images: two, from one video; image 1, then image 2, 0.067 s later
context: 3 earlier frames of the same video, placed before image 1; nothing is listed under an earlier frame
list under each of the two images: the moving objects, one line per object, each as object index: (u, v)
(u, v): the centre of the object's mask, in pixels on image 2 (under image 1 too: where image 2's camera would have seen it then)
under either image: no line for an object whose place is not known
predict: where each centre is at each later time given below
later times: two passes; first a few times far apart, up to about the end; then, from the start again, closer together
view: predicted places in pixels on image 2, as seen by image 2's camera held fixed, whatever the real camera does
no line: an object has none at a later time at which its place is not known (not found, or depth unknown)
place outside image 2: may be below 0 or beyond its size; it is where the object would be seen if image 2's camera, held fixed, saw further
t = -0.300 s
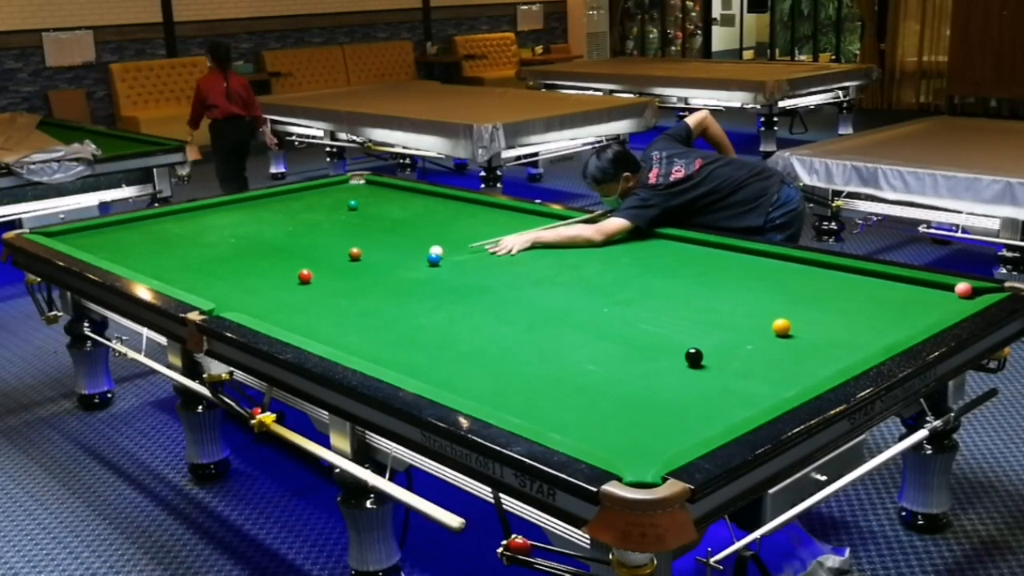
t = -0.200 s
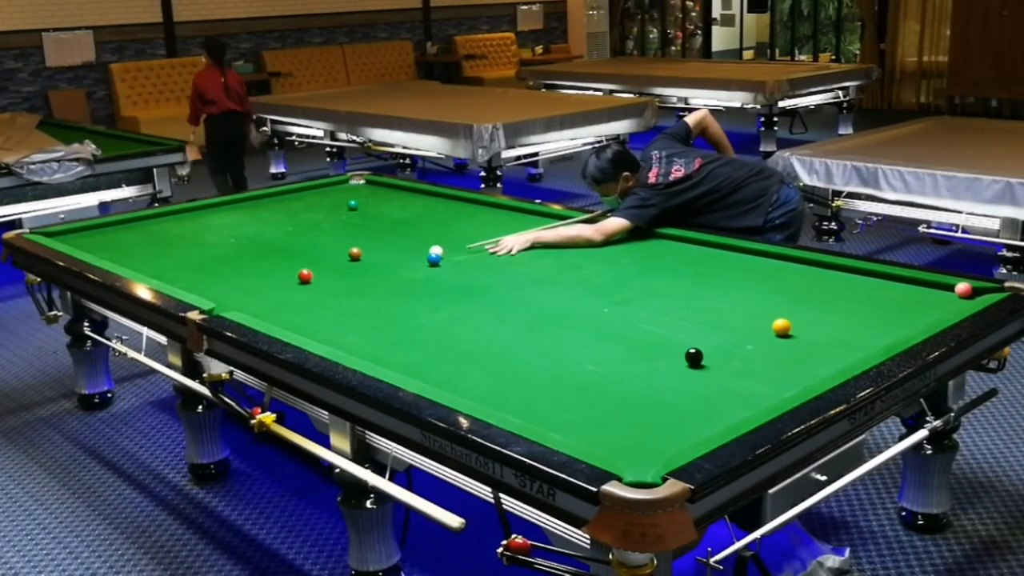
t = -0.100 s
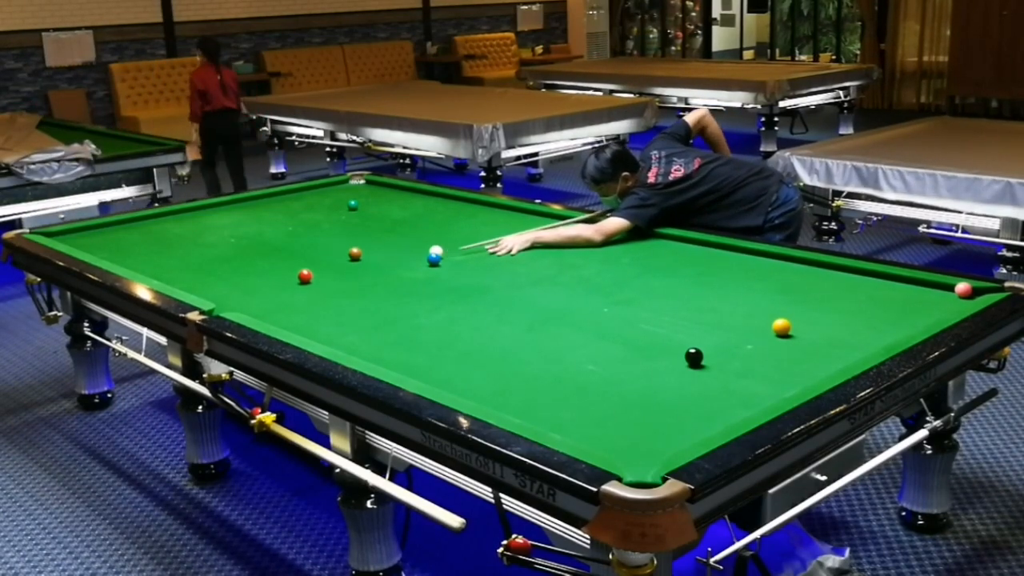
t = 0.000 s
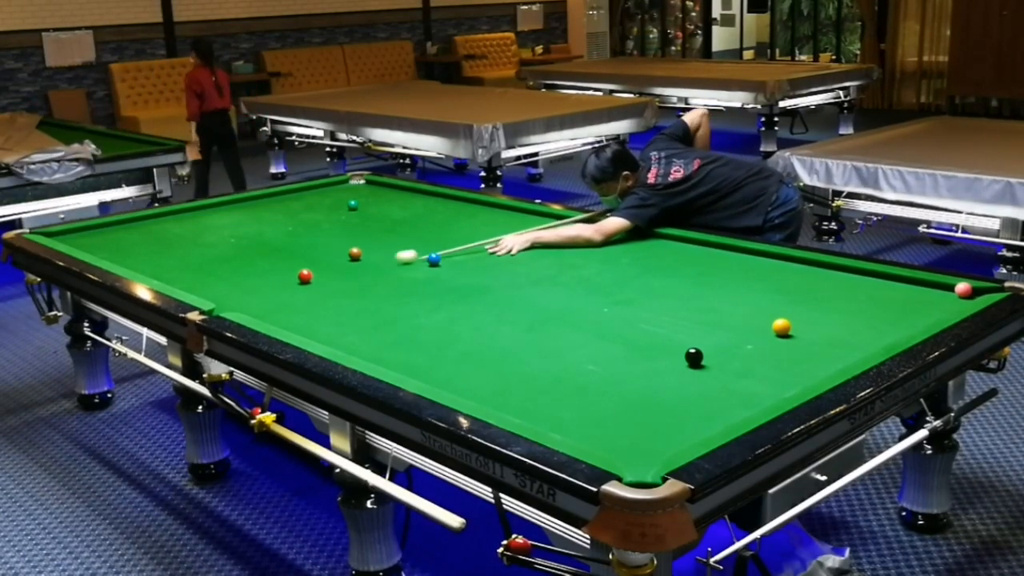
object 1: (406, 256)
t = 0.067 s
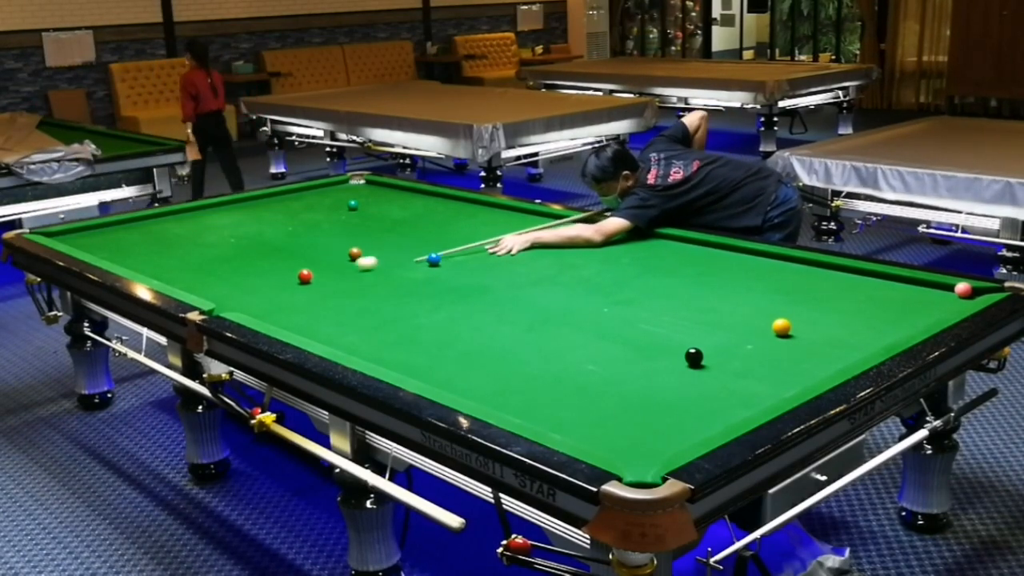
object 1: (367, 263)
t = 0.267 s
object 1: (284, 271)
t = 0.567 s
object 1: (233, 266)
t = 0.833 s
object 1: (193, 262)
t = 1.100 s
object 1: (156, 259)
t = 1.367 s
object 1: (122, 256)
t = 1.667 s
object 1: (89, 250)
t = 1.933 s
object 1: (86, 245)
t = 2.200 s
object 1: (83, 239)
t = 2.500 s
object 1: (80, 233)
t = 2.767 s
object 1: (78, 229)
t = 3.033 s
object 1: (95, 229)
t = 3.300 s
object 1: (111, 230)
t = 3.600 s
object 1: (127, 231)
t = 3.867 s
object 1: (141, 232)
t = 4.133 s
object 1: (153, 232)
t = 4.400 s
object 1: (164, 233)
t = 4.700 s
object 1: (176, 233)
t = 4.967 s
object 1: (185, 234)
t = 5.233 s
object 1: (193, 234)
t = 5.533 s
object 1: (200, 234)
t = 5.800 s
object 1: (206, 235)
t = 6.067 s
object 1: (210, 235)
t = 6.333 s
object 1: (213, 235)
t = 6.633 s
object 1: (215, 235)
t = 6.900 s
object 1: (216, 235)
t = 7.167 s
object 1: (217, 235)
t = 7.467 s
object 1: (217, 235)
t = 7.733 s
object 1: (217, 235)
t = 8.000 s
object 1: (217, 235)
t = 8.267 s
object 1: (217, 235)
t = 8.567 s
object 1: (217, 235)
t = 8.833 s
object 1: (217, 235)
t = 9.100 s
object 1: (217, 235)
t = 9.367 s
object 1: (217, 235)
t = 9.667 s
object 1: (217, 235)
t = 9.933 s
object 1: (217, 235)
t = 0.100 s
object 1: (347, 266)
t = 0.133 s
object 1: (328, 270)
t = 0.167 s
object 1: (312, 271)
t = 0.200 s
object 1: (301, 271)
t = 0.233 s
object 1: (293, 271)
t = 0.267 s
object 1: (284, 271)
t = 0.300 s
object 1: (277, 270)
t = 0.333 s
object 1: (271, 270)
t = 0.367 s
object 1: (265, 269)
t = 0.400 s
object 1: (259, 269)
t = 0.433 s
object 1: (254, 268)
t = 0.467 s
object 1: (249, 267)
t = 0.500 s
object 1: (243, 267)
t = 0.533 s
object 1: (238, 266)
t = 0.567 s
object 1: (233, 266)
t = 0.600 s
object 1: (228, 266)
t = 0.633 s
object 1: (222, 265)
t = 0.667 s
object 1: (217, 265)
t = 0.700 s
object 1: (212, 264)
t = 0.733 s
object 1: (207, 264)
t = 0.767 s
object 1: (202, 263)
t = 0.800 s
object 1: (198, 263)
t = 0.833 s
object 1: (193, 262)
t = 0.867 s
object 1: (188, 262)
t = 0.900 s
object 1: (183, 261)
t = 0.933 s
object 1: (179, 261)
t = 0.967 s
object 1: (174, 261)
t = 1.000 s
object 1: (170, 260)
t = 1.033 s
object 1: (165, 260)
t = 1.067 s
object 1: (160, 259)
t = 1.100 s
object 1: (156, 259)
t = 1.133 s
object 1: (151, 259)
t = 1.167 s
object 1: (147, 258)
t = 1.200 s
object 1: (142, 258)
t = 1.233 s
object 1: (138, 258)
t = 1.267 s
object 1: (134, 257)
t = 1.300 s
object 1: (130, 257)
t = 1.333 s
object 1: (126, 256)
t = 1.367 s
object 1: (122, 256)
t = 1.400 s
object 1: (117, 255)
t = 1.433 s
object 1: (113, 255)
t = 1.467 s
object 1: (110, 254)
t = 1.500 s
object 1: (106, 253)
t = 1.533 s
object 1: (101, 253)
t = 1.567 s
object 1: (98, 253)
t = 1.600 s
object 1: (94, 252)
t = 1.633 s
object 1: (90, 251)
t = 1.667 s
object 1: (89, 250)
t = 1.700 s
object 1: (89, 250)
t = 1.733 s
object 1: (88, 249)
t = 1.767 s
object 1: (88, 248)
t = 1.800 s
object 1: (88, 247)
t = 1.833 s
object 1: (87, 247)
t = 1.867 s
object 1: (87, 246)
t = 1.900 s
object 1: (86, 245)
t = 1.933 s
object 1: (86, 245)
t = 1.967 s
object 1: (85, 244)
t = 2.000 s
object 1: (85, 244)
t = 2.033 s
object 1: (85, 243)
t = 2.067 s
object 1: (84, 242)
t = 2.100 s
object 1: (84, 241)
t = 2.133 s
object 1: (83, 240)
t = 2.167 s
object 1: (83, 240)
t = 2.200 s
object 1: (83, 239)
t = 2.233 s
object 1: (82, 238)
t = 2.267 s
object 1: (82, 238)
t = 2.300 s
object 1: (82, 237)
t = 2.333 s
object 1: (81, 236)
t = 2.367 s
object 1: (81, 235)
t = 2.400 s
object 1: (81, 235)
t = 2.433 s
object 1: (80, 234)
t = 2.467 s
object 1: (80, 234)
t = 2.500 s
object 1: (80, 233)
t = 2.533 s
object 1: (80, 232)
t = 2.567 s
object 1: (79, 232)
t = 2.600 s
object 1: (79, 231)
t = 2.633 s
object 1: (79, 230)
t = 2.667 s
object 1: (78, 230)
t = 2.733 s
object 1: (78, 229)
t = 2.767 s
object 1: (78, 229)
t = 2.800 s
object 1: (81, 229)
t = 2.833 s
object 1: (83, 229)
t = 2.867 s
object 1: (85, 229)
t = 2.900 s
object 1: (87, 229)
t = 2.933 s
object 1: (89, 229)
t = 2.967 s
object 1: (91, 229)
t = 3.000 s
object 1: (93, 229)
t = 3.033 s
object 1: (95, 229)
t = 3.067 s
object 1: (97, 230)
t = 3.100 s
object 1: (99, 230)
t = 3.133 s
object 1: (101, 230)
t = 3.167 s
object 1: (103, 230)
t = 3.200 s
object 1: (105, 230)
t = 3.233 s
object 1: (107, 230)
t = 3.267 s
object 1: (109, 230)
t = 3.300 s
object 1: (111, 230)
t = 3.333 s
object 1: (113, 230)
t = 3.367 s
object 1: (115, 231)
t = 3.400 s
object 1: (116, 231)
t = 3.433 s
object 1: (118, 231)
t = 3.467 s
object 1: (120, 231)
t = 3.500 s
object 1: (122, 231)
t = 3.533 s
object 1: (124, 231)
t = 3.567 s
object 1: (126, 231)
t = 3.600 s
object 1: (127, 231)
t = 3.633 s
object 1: (129, 231)
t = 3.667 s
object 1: (131, 231)
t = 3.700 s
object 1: (133, 231)
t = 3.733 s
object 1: (134, 232)
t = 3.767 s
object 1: (136, 232)
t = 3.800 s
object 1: (137, 232)
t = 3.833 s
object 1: (139, 232)
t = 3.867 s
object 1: (141, 232)
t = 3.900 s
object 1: (142, 232)
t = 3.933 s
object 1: (144, 232)
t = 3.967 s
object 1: (145, 232)
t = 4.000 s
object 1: (147, 232)
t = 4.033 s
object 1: (148, 232)
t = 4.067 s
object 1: (150, 232)
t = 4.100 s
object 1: (151, 232)
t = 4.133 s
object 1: (153, 232)
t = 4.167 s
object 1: (154, 232)
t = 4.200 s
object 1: (156, 233)
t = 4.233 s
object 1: (157, 233)
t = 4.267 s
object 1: (159, 233)
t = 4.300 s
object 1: (160, 233)
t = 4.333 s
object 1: (162, 233)
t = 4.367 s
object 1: (163, 233)
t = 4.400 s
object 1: (164, 233)
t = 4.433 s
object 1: (166, 233)
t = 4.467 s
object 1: (167, 233)
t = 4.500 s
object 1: (168, 233)
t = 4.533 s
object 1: (170, 233)
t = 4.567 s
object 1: (171, 233)
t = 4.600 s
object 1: (172, 233)
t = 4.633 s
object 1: (173, 233)
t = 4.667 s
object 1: (175, 233)
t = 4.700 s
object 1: (176, 233)
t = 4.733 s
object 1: (177, 233)
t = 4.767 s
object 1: (178, 233)
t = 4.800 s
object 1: (179, 233)
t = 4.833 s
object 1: (181, 233)
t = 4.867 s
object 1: (182, 233)
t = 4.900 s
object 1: (183, 233)
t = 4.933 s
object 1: (184, 233)
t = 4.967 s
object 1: (185, 234)
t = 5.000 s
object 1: (186, 234)
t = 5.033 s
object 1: (187, 234)
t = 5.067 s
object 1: (188, 234)
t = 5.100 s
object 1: (189, 234)
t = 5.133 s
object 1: (190, 234)
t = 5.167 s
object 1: (191, 234)
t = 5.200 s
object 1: (192, 234)
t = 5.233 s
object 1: (193, 234)
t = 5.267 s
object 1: (194, 234)
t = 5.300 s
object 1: (195, 234)
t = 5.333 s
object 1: (196, 234)
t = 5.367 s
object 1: (196, 234)
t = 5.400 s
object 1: (197, 234)
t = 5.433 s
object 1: (198, 234)
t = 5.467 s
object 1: (199, 234)
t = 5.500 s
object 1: (200, 234)
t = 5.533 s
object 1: (200, 234)
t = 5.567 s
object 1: (201, 234)
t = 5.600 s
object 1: (202, 234)
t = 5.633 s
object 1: (202, 234)
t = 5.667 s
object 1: (203, 234)
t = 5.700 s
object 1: (204, 234)
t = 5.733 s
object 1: (204, 234)
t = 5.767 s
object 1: (205, 234)
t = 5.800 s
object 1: (206, 235)
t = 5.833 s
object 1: (206, 234)
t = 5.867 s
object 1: (207, 235)
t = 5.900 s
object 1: (207, 235)
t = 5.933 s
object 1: (208, 235)
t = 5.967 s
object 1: (208, 235)
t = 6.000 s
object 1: (209, 235)
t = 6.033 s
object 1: (209, 235)
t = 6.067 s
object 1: (210, 235)
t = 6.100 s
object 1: (210, 235)
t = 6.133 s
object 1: (210, 235)
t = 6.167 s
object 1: (211, 235)
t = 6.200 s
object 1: (211, 235)
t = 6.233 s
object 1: (212, 235)
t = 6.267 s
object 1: (212, 235)
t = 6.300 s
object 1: (213, 235)
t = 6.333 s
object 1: (213, 235)
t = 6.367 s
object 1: (213, 235)
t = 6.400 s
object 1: (213, 235)
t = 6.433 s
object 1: (214, 235)
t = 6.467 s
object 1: (214, 235)
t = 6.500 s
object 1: (214, 235)
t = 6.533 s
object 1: (214, 235)
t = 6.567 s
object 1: (215, 235)
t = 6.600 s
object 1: (215, 235)
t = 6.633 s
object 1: (215, 235)
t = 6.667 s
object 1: (215, 235)
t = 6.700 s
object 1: (215, 235)
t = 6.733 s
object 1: (215, 235)
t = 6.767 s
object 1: (215, 235)
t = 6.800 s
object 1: (216, 235)
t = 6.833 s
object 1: (216, 235)
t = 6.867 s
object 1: (216, 235)
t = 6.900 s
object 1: (216, 235)
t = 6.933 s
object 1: (216, 235)
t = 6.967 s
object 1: (216, 235)
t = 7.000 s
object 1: (217, 235)
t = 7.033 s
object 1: (217, 235)
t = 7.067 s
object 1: (217, 235)
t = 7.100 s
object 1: (217, 235)
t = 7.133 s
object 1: (217, 235)
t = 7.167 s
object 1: (217, 235)
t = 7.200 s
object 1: (217, 235)
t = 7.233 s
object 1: (217, 235)
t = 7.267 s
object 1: (217, 235)
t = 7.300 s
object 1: (217, 235)
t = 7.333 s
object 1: (217, 235)
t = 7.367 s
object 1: (217, 235)
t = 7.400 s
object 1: (217, 235)
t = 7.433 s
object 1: (217, 235)
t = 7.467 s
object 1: (217, 235)
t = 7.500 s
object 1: (217, 235)
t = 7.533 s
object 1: (217, 235)
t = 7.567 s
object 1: (217, 235)
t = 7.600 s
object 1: (217, 235)
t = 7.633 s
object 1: (217, 235)
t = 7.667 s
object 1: (217, 235)
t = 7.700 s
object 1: (217, 235)
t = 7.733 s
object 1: (217, 235)
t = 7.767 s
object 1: (217, 235)
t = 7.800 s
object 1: (217, 235)
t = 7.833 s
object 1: (217, 235)
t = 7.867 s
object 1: (217, 235)
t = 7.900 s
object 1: (217, 235)
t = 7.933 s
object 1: (217, 235)
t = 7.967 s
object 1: (217, 235)
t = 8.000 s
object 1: (217, 235)
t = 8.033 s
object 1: (217, 235)
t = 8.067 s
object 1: (217, 235)
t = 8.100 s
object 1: (217, 235)
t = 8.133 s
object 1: (217, 235)
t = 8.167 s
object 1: (217, 235)
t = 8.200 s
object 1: (217, 235)
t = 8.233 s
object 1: (217, 235)
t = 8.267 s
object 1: (217, 235)
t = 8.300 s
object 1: (217, 235)
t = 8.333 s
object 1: (217, 235)
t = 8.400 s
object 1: (217, 235)
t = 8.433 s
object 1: (217, 235)
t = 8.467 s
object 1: (217, 235)
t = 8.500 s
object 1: (217, 235)
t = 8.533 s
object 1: (217, 235)
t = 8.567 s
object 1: (217, 235)
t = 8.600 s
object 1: (217, 235)
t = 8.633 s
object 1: (217, 235)
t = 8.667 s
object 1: (217, 235)
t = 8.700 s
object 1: (217, 235)
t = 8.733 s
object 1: (217, 235)
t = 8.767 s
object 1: (217, 235)
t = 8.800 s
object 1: (217, 235)
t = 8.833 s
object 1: (217, 235)
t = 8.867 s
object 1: (217, 235)
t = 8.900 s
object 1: (217, 235)
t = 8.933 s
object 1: (217, 235)
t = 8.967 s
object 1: (217, 235)
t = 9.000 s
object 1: (217, 235)
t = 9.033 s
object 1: (217, 235)
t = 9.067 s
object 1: (217, 235)
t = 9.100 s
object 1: (217, 235)
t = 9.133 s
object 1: (217, 235)
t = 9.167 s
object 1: (217, 235)
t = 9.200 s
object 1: (217, 235)
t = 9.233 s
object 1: (217, 235)
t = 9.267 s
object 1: (217, 235)
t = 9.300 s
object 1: (217, 235)
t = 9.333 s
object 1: (217, 235)
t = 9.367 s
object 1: (217, 235)
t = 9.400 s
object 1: (217, 235)
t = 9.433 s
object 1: (217, 235)
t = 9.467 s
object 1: (217, 235)
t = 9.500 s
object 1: (217, 235)
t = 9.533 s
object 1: (217, 235)
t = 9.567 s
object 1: (217, 235)
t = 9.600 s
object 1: (217, 235)
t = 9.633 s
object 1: (217, 235)
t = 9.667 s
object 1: (217, 235)
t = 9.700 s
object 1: (217, 235)
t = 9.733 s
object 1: (217, 235)
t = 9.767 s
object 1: (217, 235)
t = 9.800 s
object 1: (217, 235)
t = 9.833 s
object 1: (217, 235)
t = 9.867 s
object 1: (217, 235)
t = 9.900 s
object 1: (217, 235)
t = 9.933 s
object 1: (217, 235)
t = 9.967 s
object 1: (217, 235)
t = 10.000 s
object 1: (217, 235)
